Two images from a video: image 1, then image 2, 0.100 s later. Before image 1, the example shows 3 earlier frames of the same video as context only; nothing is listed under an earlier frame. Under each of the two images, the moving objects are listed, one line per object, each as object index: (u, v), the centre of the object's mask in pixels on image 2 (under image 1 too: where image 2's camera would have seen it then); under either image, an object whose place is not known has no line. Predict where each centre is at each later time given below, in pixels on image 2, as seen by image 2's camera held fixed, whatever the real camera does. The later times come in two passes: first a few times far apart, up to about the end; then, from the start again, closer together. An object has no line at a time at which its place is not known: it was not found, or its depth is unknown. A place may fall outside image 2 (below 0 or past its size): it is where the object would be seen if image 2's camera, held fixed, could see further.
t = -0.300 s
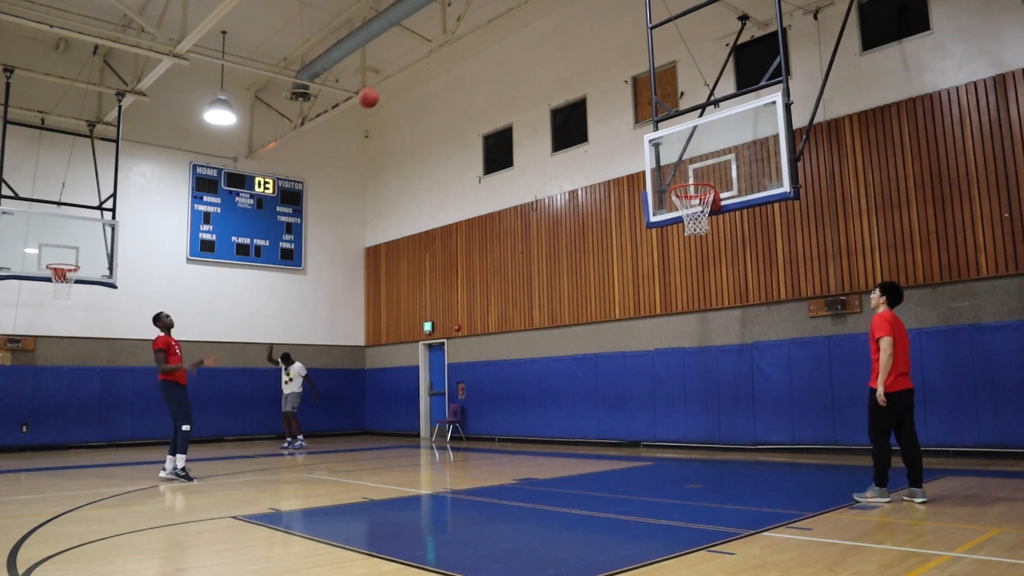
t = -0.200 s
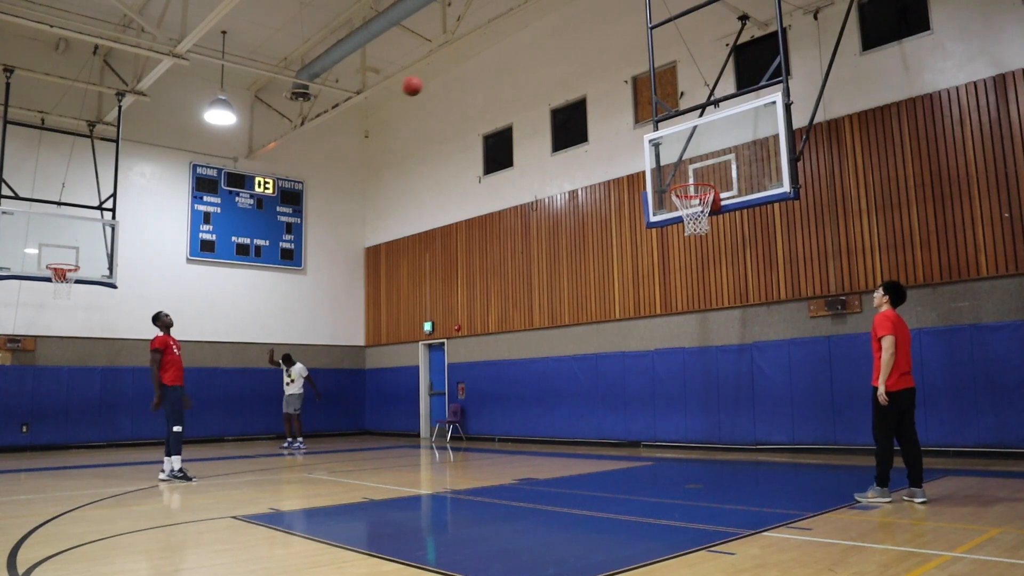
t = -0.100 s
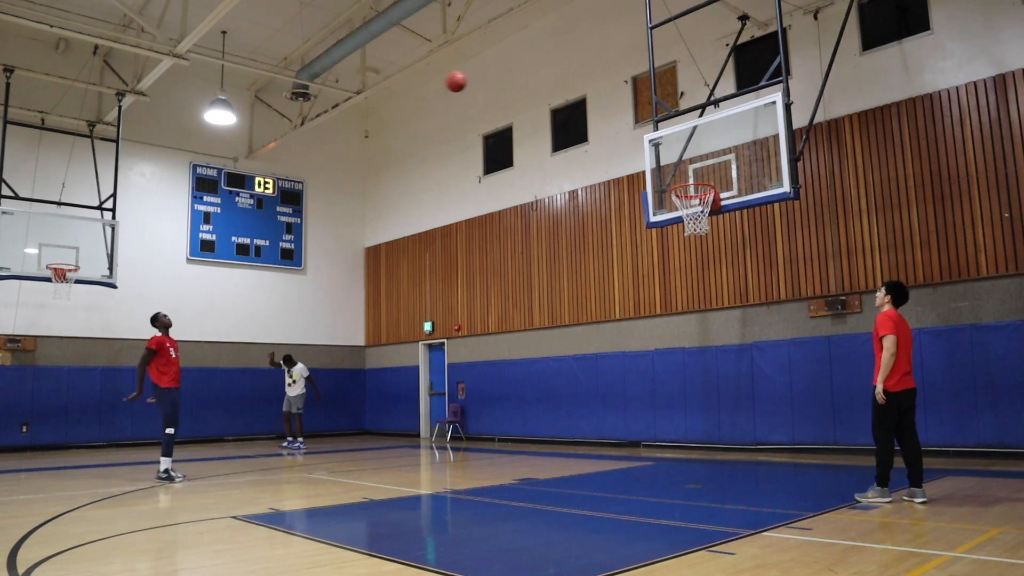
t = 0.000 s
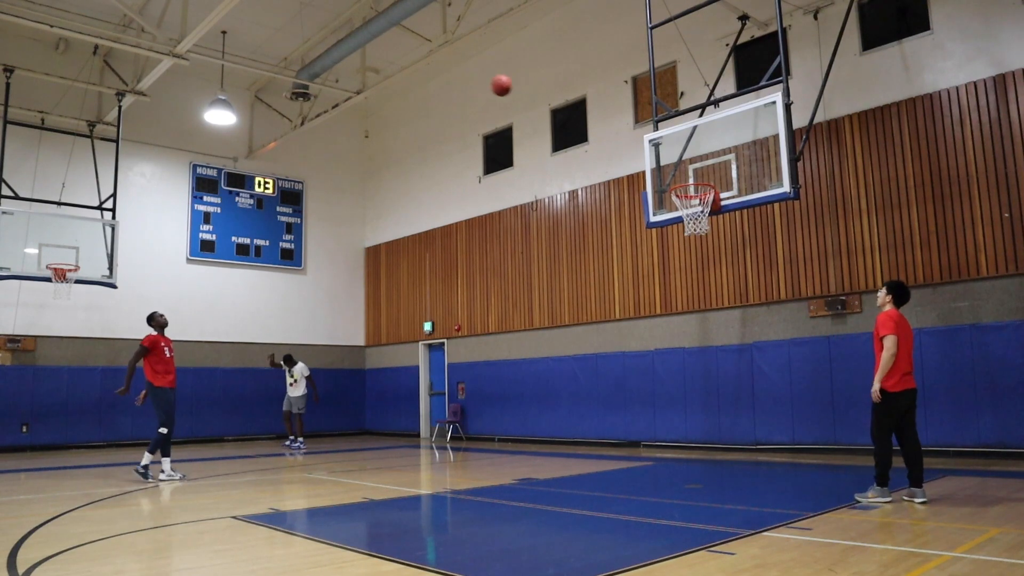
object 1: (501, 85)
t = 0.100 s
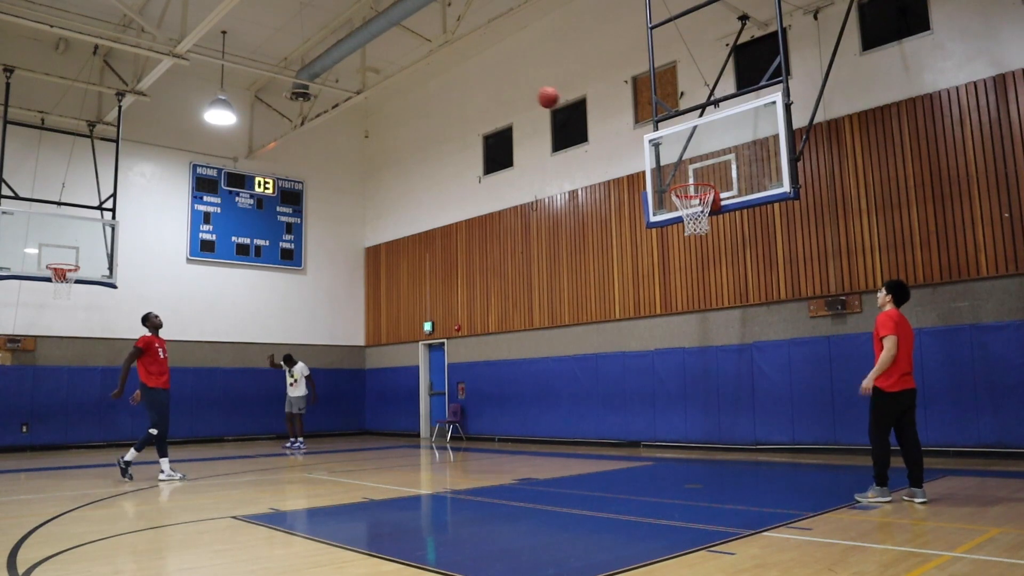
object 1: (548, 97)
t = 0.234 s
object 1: (613, 127)
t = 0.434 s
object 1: (709, 202)
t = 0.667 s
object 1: (710, 277)
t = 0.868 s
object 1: (712, 375)
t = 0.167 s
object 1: (579, 110)
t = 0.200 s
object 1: (596, 118)
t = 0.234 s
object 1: (613, 127)
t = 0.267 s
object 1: (629, 137)
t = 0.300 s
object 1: (646, 149)
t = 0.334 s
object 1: (664, 161)
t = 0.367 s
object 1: (680, 174)
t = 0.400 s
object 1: (698, 189)
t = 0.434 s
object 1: (709, 202)
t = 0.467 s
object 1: (711, 212)
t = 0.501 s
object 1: (710, 223)
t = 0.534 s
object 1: (711, 231)
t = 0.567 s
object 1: (711, 241)
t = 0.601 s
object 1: (710, 251)
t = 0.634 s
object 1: (710, 263)
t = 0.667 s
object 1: (710, 277)
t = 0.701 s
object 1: (710, 290)
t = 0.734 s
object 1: (711, 305)
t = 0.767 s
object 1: (711, 321)
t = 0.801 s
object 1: (711, 338)
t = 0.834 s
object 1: (712, 357)
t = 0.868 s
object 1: (712, 375)
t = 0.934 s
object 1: (714, 416)
